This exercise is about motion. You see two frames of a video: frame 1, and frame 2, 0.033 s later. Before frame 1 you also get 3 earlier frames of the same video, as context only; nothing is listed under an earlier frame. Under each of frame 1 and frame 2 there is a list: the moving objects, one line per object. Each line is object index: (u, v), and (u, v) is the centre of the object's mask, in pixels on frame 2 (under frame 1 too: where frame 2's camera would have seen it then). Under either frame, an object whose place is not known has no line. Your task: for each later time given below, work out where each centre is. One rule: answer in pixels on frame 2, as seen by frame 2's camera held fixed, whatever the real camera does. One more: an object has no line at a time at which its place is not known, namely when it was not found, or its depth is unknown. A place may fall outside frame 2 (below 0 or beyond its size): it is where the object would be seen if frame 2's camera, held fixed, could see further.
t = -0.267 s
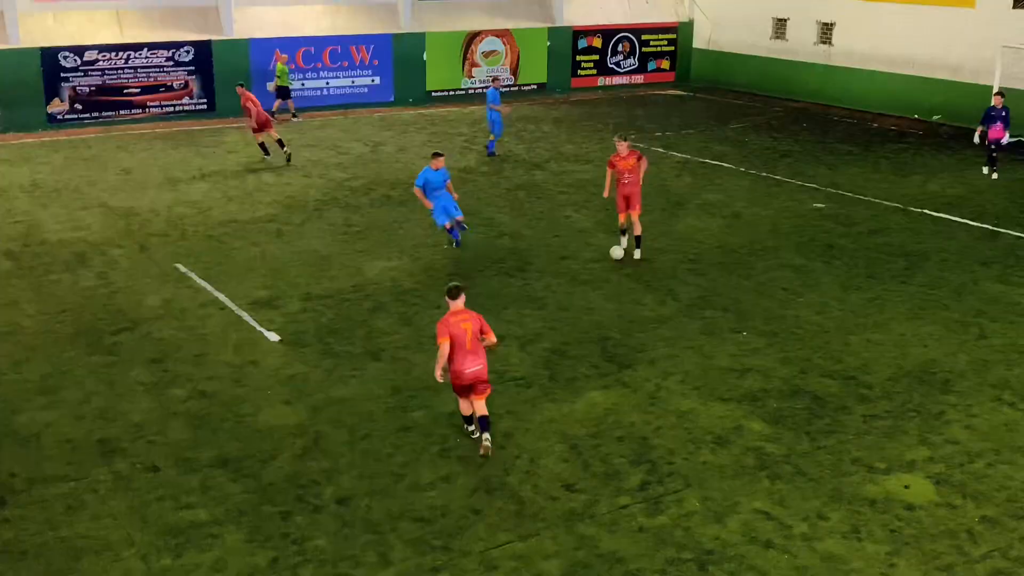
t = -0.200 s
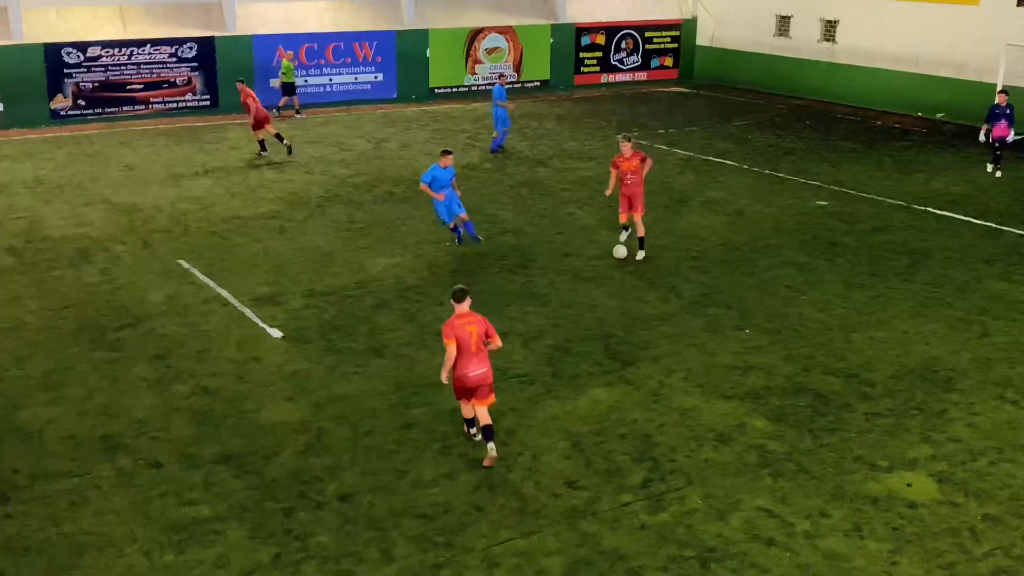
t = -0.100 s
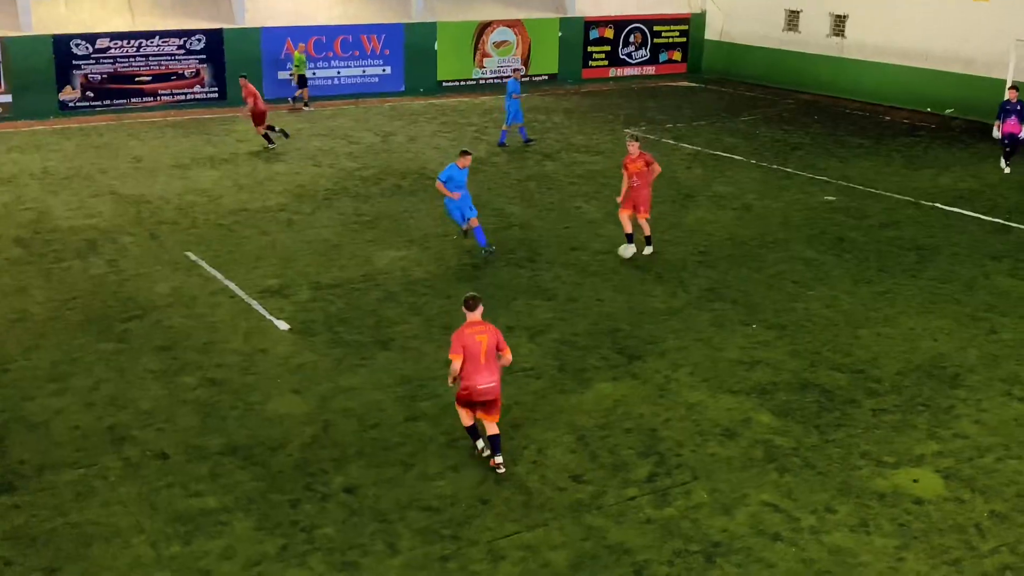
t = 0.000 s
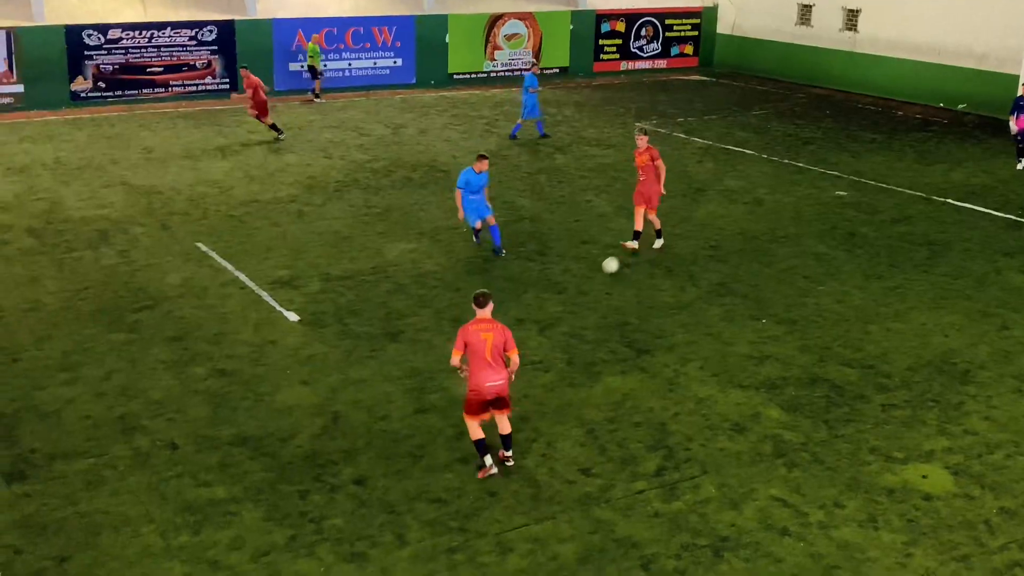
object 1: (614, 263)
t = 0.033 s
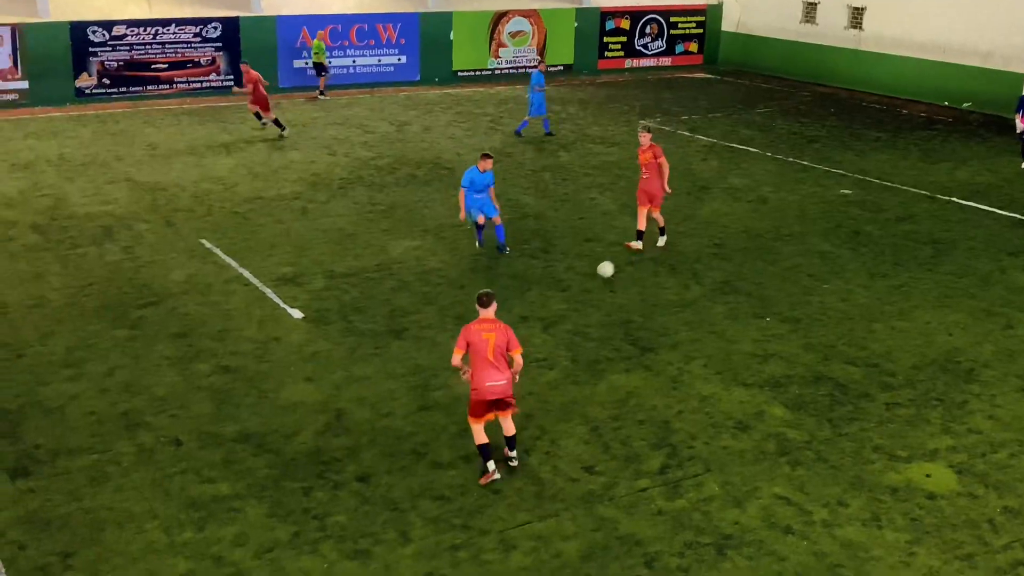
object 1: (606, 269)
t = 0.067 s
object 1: (597, 275)
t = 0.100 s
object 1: (588, 283)
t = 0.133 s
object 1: (579, 291)
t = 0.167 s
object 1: (570, 299)
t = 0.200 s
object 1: (561, 305)
